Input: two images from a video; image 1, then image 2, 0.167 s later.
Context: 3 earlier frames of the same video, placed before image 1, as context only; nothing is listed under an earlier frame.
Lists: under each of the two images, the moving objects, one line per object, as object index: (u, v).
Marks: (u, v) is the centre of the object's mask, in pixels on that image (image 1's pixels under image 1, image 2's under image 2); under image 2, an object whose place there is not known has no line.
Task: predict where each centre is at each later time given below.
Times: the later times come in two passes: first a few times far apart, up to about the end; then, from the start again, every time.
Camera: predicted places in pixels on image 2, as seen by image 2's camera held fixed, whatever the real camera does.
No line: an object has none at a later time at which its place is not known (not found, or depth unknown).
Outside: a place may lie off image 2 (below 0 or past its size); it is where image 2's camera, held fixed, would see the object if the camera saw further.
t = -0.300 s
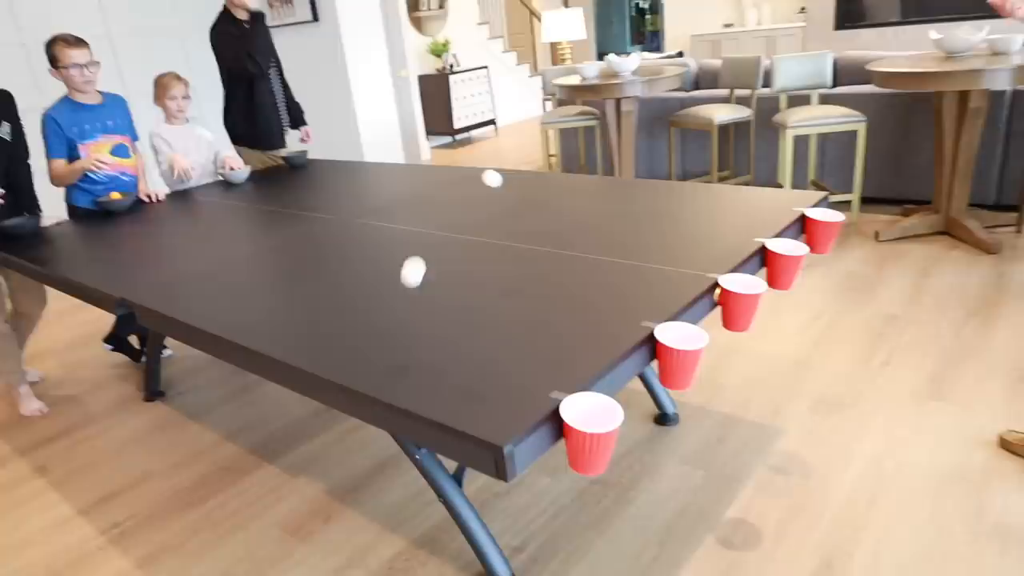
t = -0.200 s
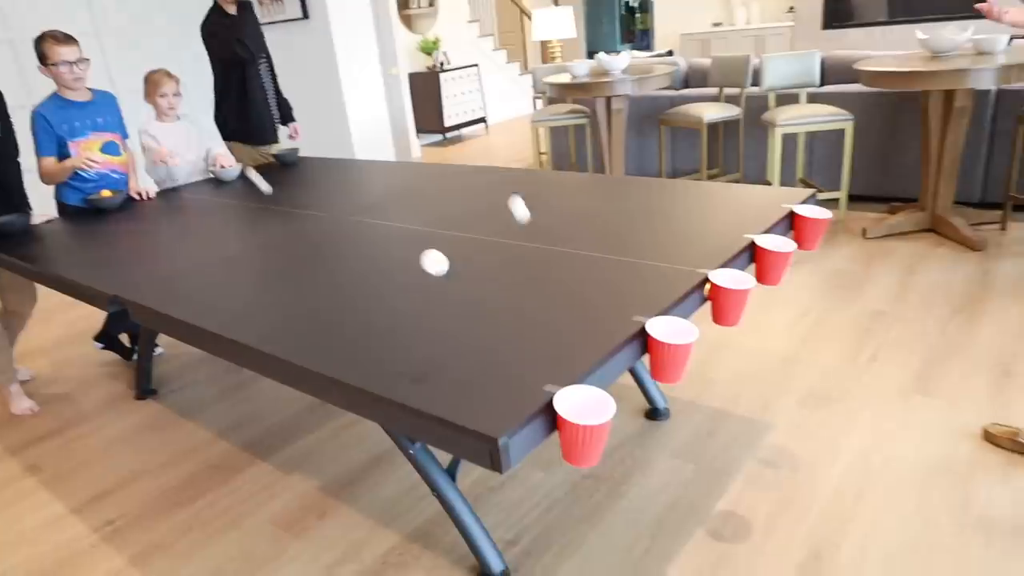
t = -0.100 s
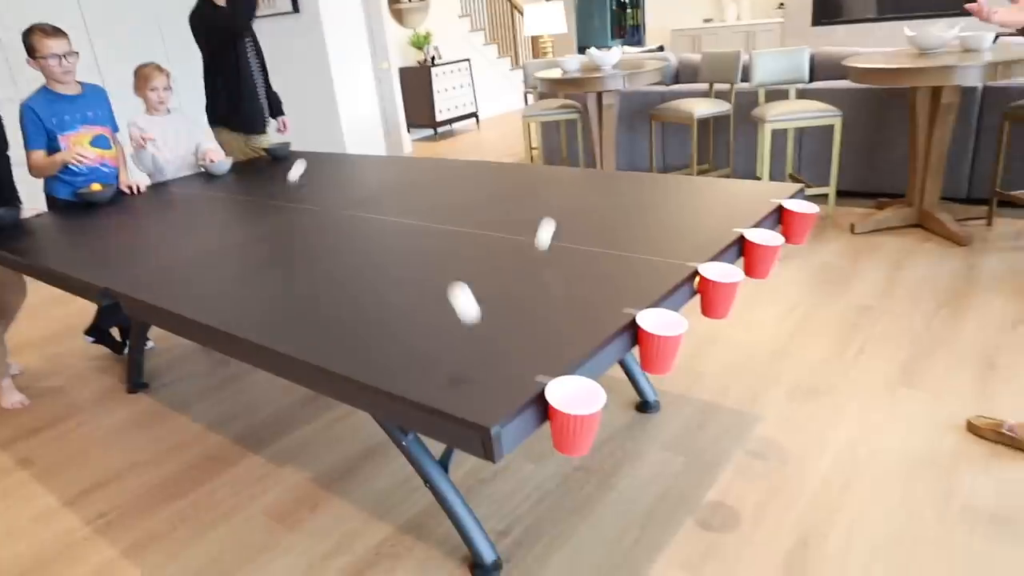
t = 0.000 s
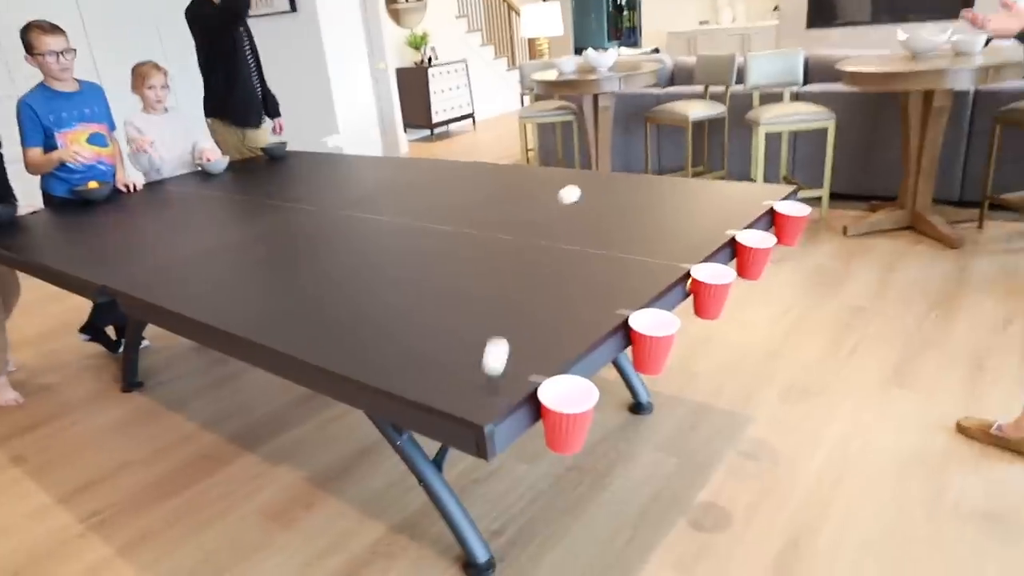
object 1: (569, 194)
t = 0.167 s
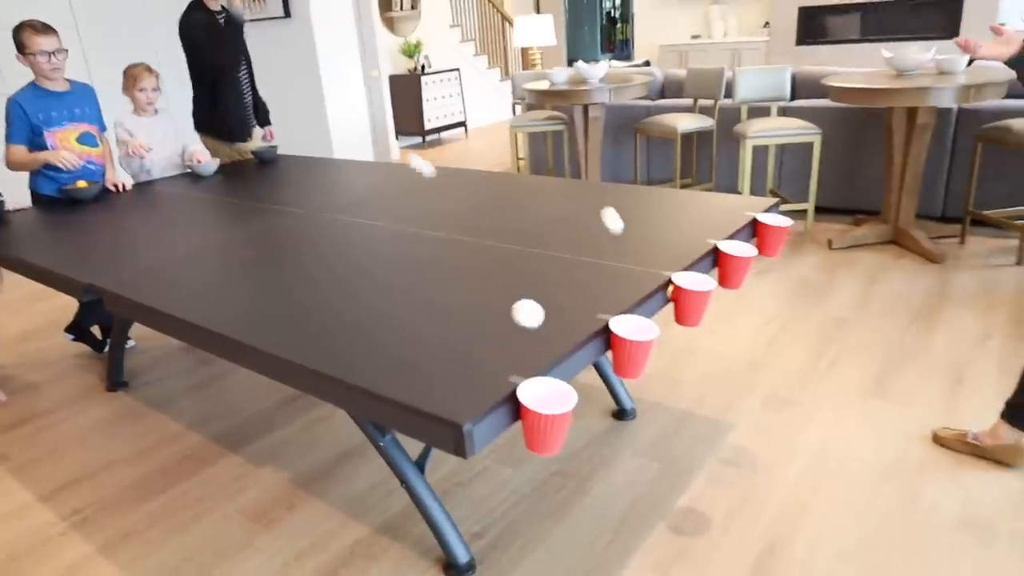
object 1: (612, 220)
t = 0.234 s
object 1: (635, 259)
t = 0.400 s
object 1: (692, 217)
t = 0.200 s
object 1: (624, 238)
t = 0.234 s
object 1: (635, 259)
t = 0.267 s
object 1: (647, 262)
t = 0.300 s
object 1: (658, 245)
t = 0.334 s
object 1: (669, 231)
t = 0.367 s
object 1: (681, 221)
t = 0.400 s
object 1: (692, 217)
